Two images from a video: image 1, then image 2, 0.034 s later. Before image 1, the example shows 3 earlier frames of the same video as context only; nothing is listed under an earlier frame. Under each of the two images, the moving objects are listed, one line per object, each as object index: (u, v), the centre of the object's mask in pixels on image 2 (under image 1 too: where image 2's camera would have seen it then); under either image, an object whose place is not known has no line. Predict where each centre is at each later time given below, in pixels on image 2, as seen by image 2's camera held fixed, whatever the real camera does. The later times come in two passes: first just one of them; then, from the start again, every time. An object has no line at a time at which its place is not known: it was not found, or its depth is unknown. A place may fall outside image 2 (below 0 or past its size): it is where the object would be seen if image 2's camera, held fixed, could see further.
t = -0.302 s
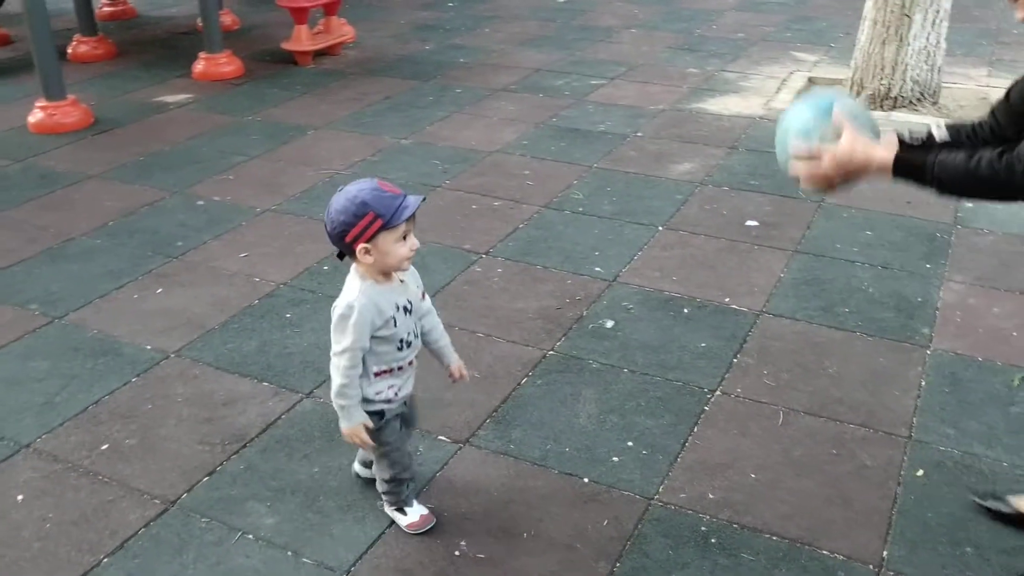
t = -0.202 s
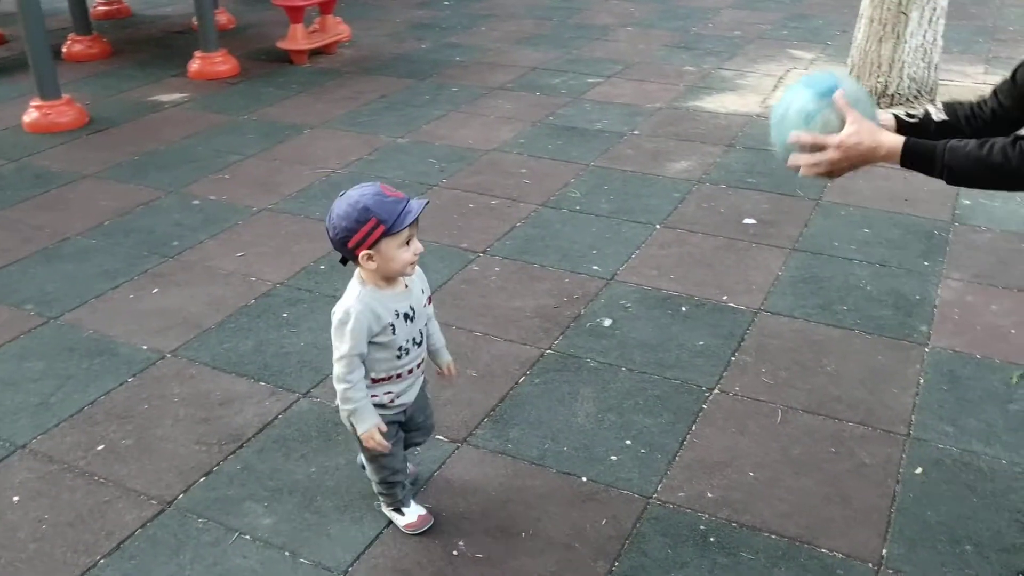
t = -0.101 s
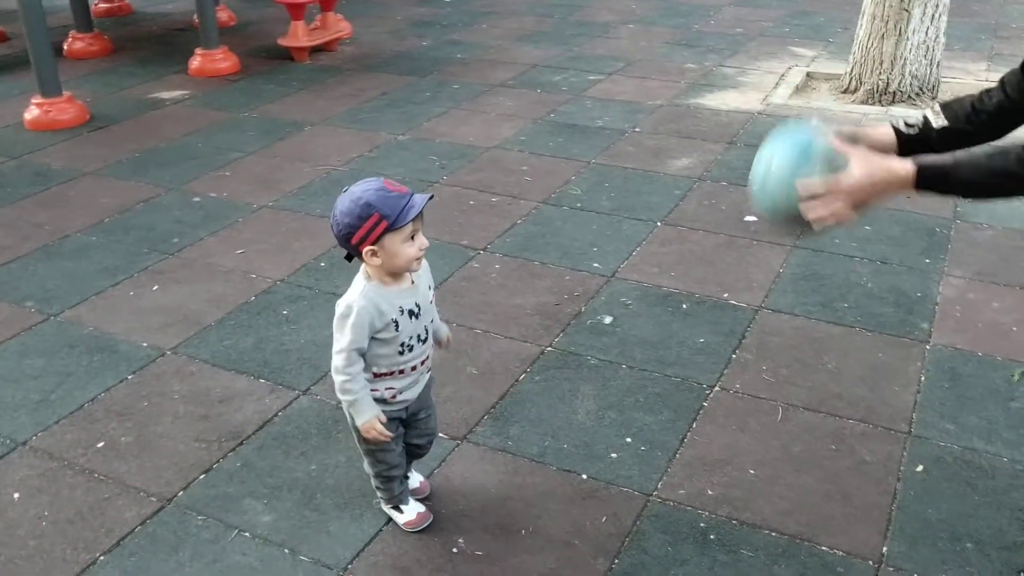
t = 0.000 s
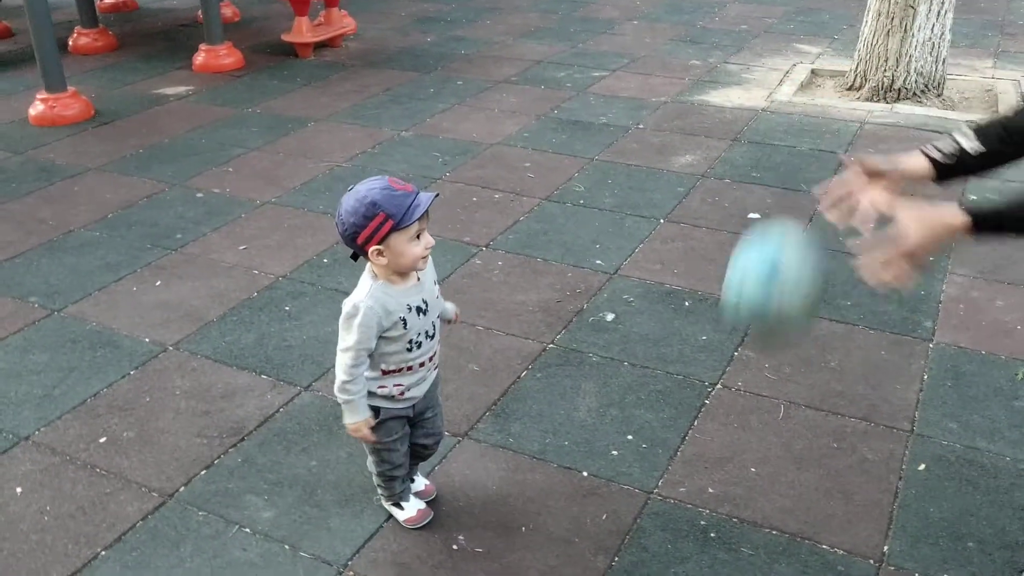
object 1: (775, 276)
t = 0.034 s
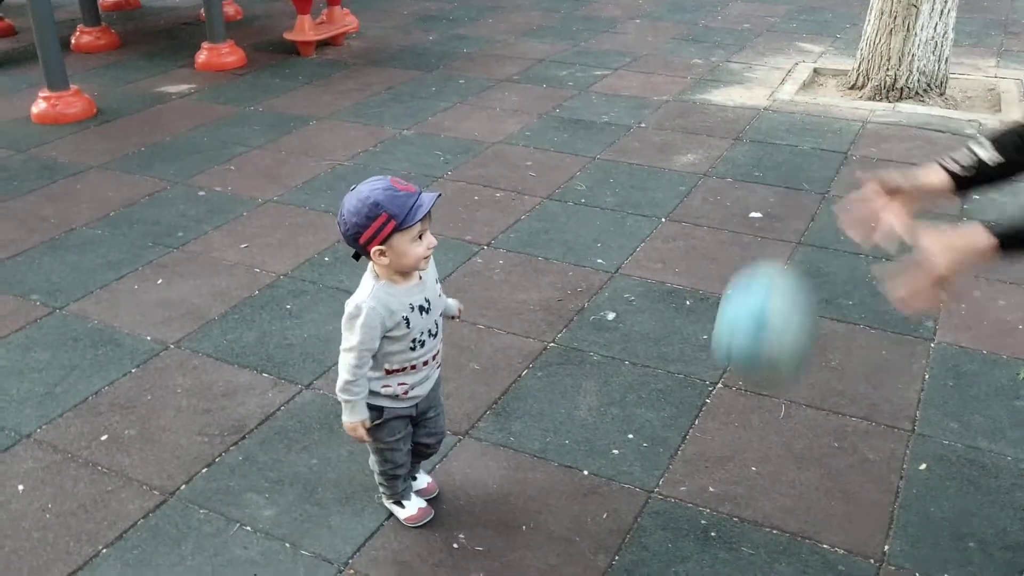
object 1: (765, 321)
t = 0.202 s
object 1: (718, 459)
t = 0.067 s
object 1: (753, 374)
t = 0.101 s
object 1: (741, 424)
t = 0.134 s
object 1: (729, 483)
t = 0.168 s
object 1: (722, 501)
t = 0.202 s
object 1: (718, 459)
